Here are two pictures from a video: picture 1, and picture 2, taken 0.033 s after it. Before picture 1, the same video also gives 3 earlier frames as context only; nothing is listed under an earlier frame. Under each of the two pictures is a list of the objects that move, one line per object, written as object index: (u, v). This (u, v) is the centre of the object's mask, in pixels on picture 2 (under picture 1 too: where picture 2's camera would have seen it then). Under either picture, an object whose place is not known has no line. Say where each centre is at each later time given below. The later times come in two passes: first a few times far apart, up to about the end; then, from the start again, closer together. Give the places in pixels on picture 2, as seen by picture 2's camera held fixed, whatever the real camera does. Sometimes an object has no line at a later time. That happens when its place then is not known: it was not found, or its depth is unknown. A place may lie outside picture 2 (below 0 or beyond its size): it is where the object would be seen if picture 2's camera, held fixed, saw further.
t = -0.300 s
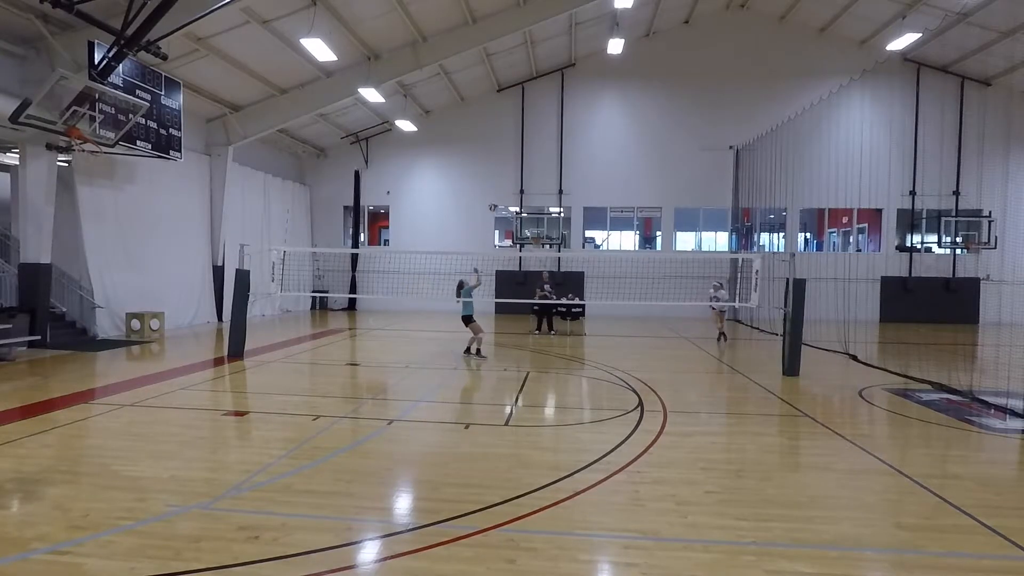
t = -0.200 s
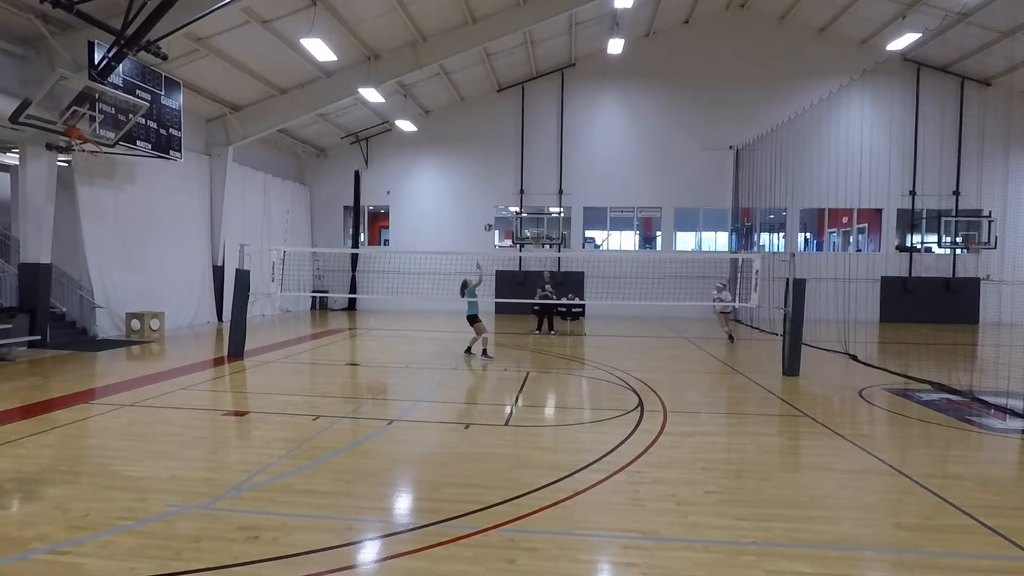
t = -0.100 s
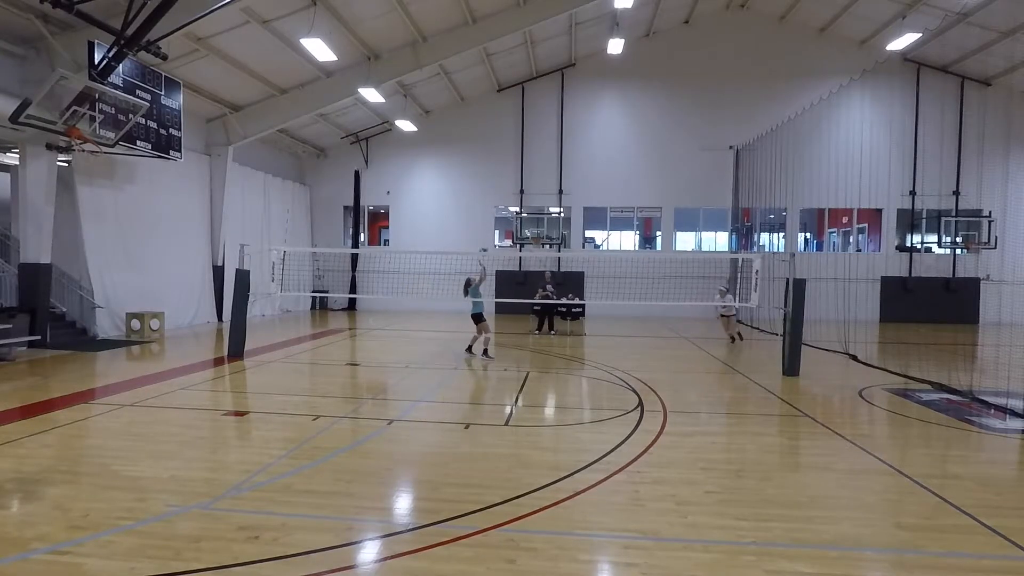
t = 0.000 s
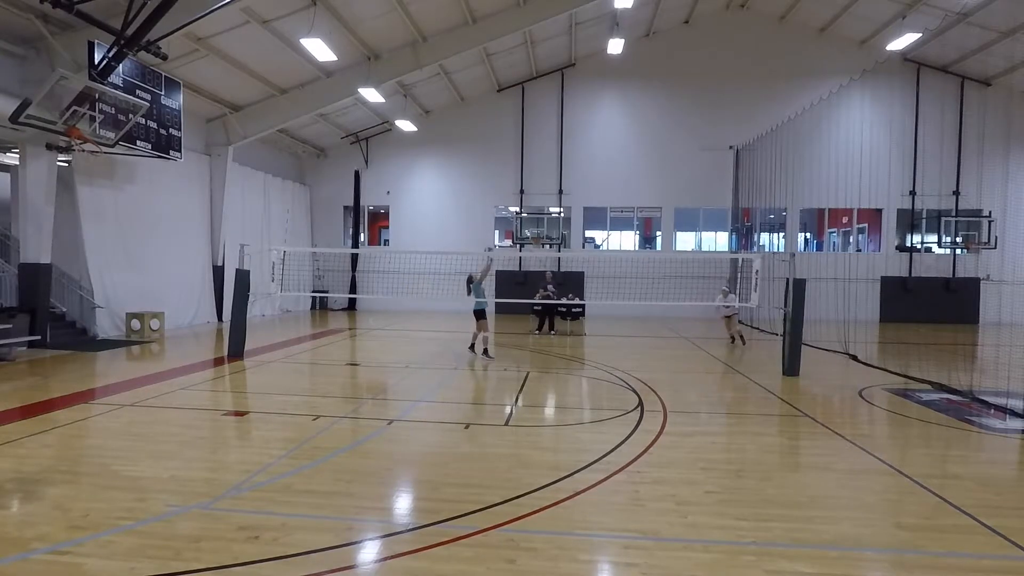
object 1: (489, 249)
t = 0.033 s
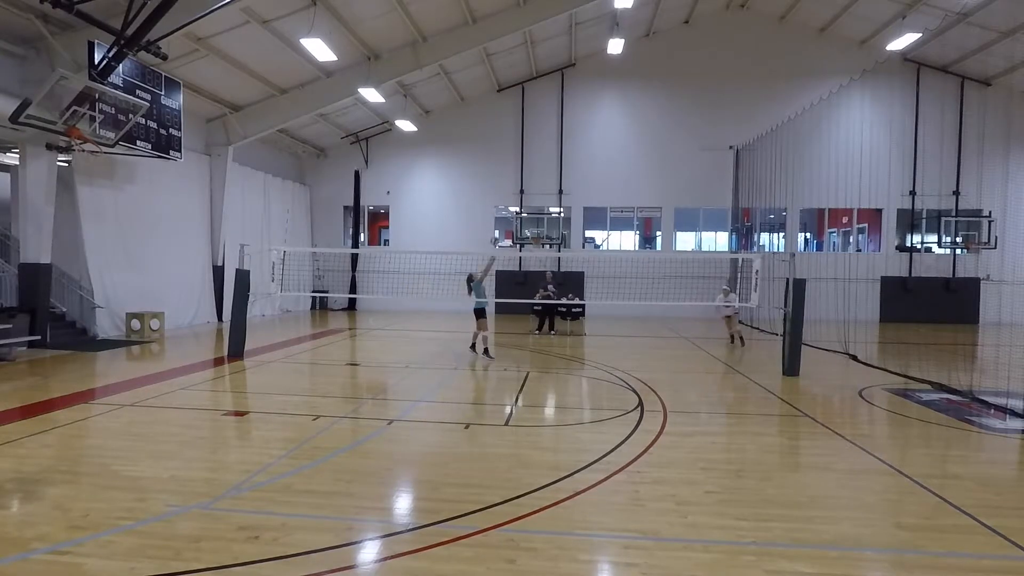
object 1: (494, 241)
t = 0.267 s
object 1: (536, 186)
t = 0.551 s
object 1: (583, 153)
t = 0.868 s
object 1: (634, 162)
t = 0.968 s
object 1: (650, 175)
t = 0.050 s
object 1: (498, 235)
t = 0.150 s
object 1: (517, 210)
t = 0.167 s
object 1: (519, 206)
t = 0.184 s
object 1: (521, 203)
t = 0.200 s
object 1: (524, 199)
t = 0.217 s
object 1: (527, 195)
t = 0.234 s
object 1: (530, 192)
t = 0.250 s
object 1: (533, 189)
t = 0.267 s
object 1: (536, 186)
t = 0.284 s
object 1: (539, 183)
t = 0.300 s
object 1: (541, 180)
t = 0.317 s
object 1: (544, 177)
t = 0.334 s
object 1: (547, 175)
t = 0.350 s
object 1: (550, 172)
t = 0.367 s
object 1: (553, 170)
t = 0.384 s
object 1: (556, 167)
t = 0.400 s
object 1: (559, 165)
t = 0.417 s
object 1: (561, 164)
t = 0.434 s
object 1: (564, 162)
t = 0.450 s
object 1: (567, 160)
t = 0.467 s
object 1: (570, 159)
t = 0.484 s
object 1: (572, 157)
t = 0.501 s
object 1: (575, 156)
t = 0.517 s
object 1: (577, 155)
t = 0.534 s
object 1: (580, 153)
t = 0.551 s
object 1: (583, 153)
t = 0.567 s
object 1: (586, 152)
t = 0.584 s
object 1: (588, 151)
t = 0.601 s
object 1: (591, 151)
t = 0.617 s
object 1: (593, 150)
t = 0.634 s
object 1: (596, 150)
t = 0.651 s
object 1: (599, 150)
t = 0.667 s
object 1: (602, 150)
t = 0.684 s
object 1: (604, 150)
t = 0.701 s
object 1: (607, 151)
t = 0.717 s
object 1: (610, 152)
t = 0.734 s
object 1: (613, 152)
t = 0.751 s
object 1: (615, 153)
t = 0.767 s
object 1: (618, 154)
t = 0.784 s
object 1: (621, 155)
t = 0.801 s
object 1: (624, 156)
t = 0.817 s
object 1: (626, 158)
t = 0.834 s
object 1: (629, 159)
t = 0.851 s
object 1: (632, 160)
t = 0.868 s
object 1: (634, 162)
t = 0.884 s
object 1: (637, 164)
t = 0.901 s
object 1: (640, 166)
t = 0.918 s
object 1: (643, 168)
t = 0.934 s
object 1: (645, 171)
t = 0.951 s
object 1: (648, 173)
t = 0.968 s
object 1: (650, 175)
